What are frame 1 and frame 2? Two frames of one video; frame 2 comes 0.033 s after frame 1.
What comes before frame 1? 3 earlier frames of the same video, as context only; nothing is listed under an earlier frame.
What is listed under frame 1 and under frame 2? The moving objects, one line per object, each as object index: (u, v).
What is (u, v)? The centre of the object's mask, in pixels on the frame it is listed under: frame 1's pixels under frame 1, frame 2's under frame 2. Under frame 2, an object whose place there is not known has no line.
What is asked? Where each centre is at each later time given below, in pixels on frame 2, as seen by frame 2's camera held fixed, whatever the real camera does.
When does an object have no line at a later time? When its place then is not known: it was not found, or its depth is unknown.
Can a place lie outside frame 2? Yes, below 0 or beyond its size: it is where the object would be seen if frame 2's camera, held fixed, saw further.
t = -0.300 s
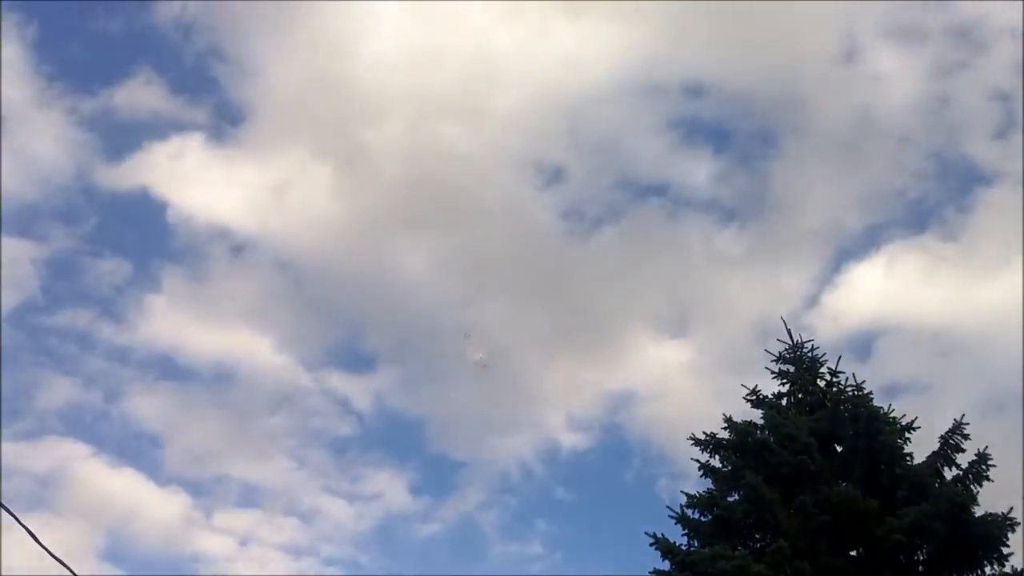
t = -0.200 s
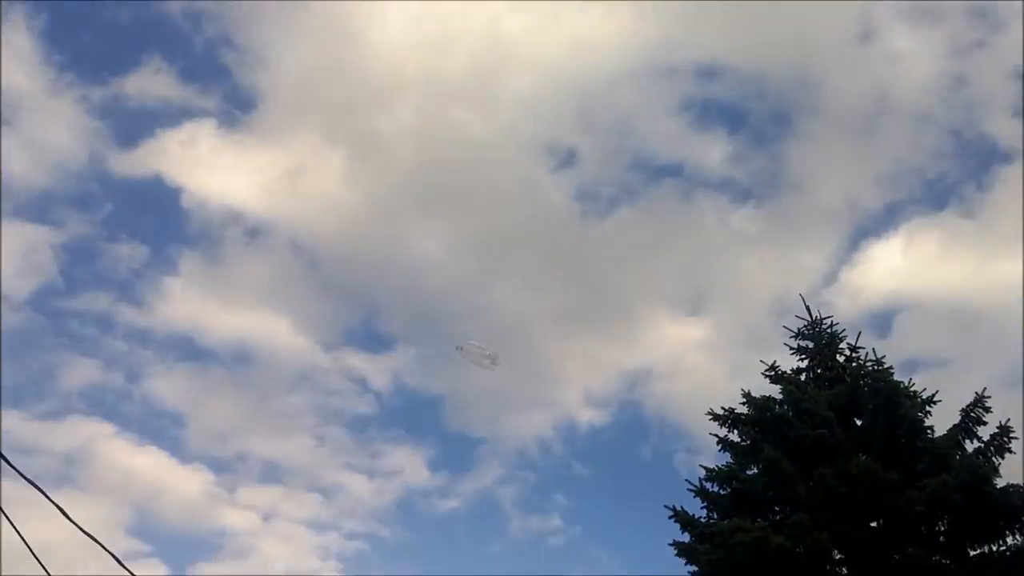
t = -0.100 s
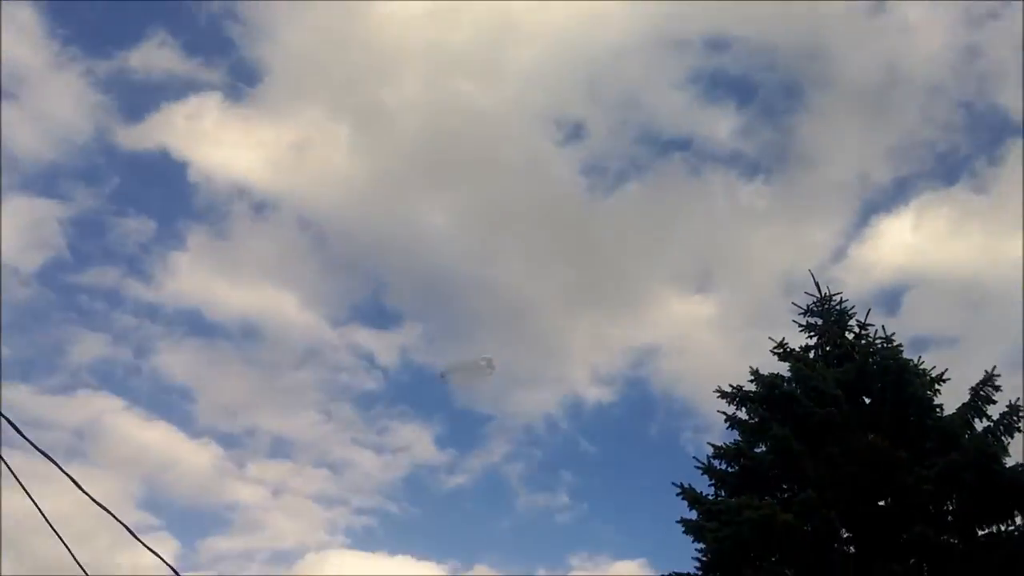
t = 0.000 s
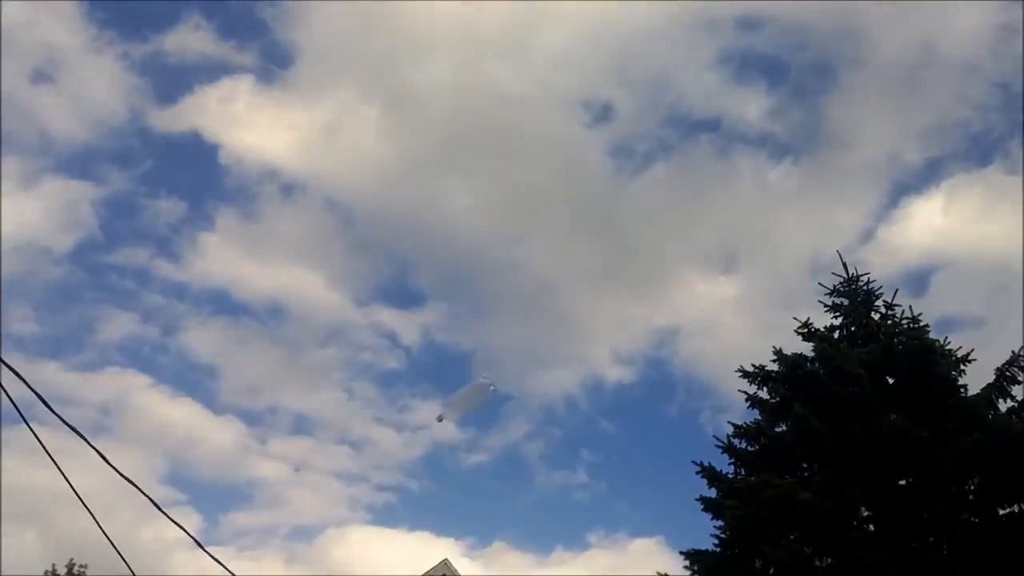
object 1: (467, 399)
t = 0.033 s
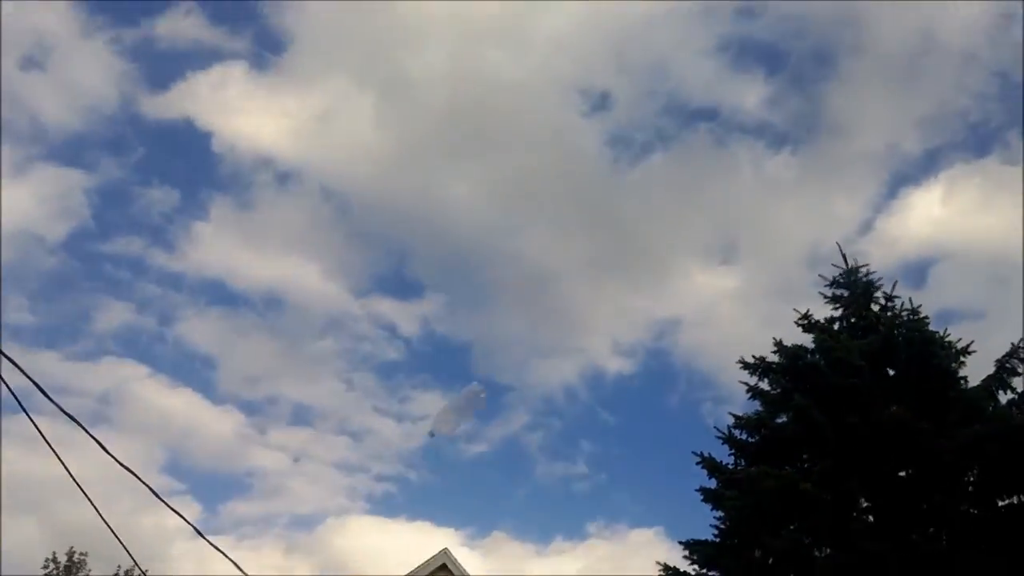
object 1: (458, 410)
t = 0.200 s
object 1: (397, 559)
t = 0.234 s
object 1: (379, 603)
